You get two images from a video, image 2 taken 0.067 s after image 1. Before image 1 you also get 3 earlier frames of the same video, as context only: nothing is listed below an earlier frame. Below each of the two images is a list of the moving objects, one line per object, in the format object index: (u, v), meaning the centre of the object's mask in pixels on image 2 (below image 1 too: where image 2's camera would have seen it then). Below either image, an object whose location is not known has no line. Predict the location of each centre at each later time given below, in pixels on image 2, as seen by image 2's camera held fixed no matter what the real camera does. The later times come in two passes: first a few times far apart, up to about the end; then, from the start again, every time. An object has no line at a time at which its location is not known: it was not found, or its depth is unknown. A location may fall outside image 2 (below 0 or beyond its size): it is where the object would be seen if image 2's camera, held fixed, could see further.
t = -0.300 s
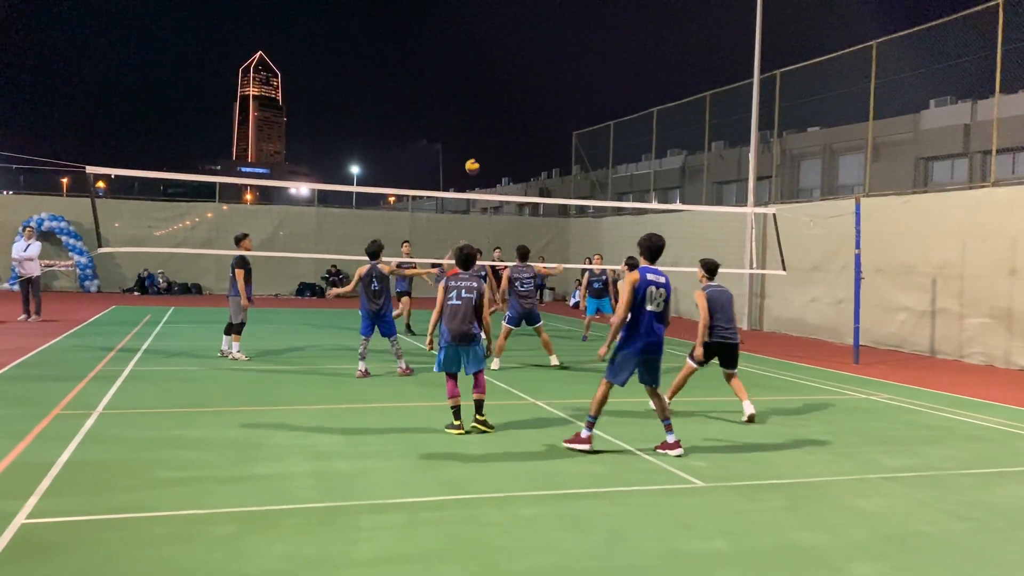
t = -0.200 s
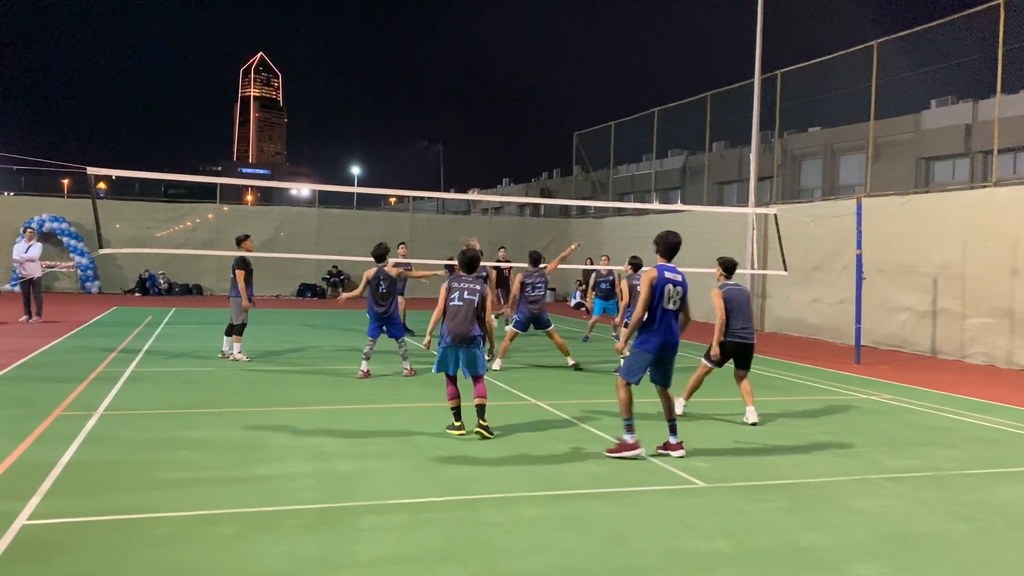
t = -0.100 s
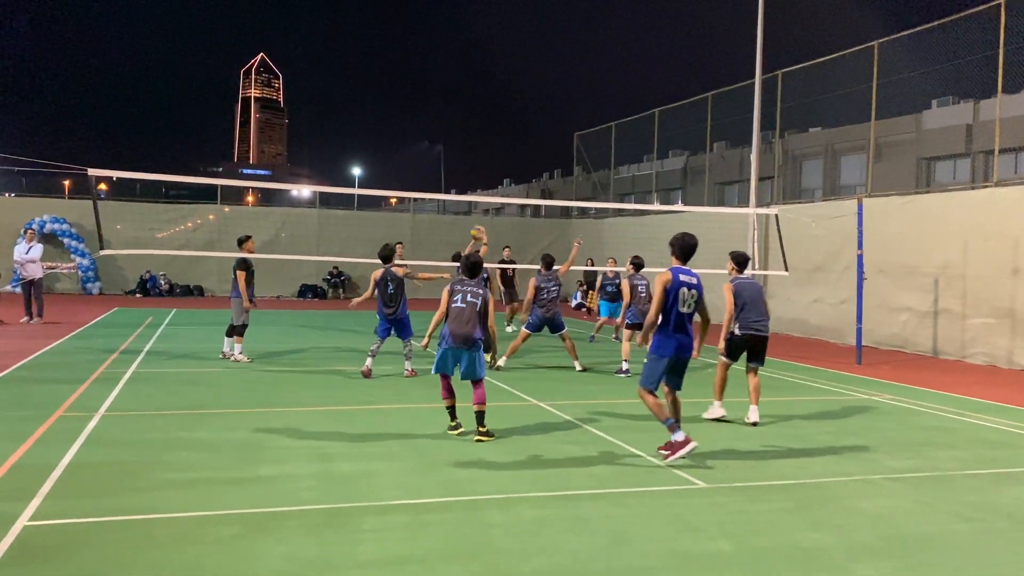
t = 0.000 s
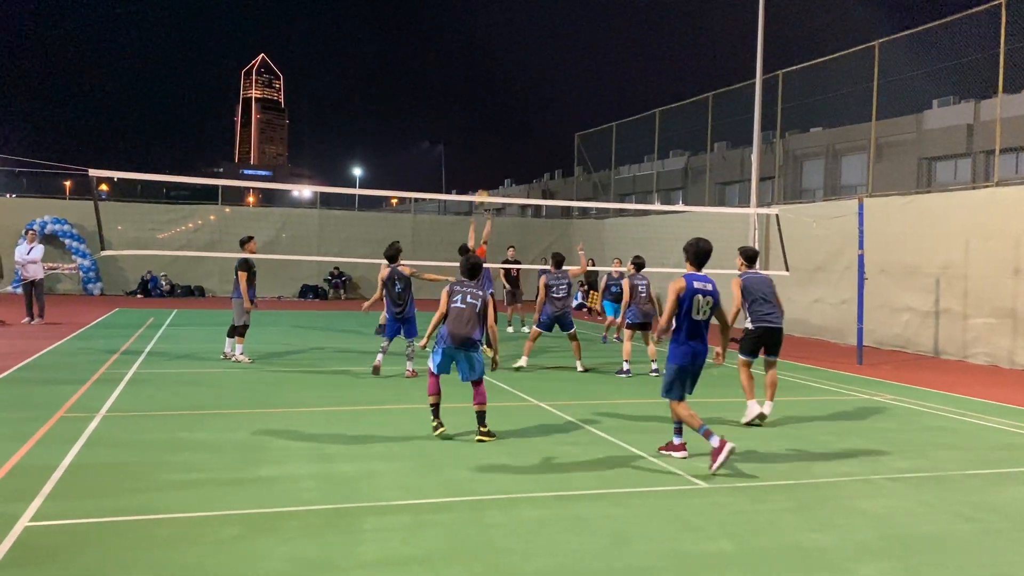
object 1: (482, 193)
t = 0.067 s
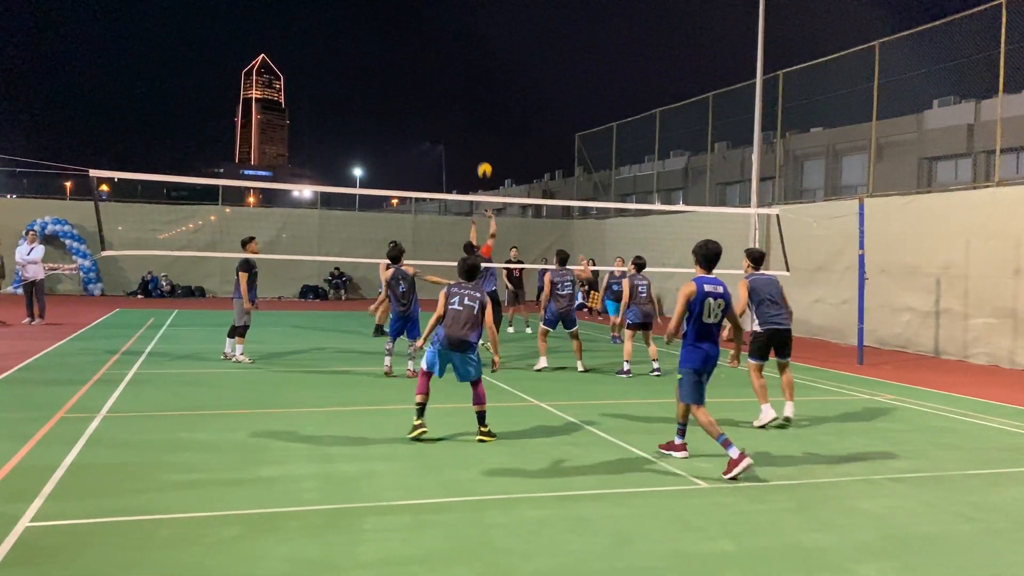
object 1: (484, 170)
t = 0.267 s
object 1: (491, 103)
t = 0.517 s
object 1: (500, 60)
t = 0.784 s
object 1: (508, 61)
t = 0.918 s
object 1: (511, 77)
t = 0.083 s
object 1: (485, 164)
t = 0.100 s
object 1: (485, 157)
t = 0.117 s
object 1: (486, 151)
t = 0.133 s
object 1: (487, 145)
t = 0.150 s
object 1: (487, 139)
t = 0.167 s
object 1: (488, 133)
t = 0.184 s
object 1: (488, 128)
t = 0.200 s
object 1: (489, 122)
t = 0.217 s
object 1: (489, 117)
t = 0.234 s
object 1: (490, 112)
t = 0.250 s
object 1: (491, 108)
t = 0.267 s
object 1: (491, 103)
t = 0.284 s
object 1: (492, 99)
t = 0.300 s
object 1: (492, 95)
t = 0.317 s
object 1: (493, 91)
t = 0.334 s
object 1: (494, 88)
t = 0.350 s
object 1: (494, 84)
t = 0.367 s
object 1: (495, 80)
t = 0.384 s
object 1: (495, 78)
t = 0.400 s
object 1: (496, 75)
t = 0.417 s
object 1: (496, 72)
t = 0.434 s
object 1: (497, 70)
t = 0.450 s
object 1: (497, 67)
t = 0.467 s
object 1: (498, 65)
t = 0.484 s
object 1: (499, 63)
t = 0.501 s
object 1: (499, 62)
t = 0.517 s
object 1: (500, 60)
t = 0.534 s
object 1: (500, 59)
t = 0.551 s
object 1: (501, 57)
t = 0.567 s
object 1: (502, 57)
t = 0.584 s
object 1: (502, 56)
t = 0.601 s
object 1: (503, 55)
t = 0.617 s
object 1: (503, 55)
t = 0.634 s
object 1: (504, 54)
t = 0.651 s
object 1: (504, 54)
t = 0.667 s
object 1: (505, 54)
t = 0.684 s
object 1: (505, 54)
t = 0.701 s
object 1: (506, 55)
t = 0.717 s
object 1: (506, 56)
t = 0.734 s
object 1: (506, 57)
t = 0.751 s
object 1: (507, 58)
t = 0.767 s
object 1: (508, 59)
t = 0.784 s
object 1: (508, 61)
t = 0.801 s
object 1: (508, 62)
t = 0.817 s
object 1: (509, 64)
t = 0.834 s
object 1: (509, 65)
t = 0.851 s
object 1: (510, 68)
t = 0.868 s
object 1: (510, 70)
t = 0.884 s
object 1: (511, 72)
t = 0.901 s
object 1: (511, 75)
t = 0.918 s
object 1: (511, 77)
